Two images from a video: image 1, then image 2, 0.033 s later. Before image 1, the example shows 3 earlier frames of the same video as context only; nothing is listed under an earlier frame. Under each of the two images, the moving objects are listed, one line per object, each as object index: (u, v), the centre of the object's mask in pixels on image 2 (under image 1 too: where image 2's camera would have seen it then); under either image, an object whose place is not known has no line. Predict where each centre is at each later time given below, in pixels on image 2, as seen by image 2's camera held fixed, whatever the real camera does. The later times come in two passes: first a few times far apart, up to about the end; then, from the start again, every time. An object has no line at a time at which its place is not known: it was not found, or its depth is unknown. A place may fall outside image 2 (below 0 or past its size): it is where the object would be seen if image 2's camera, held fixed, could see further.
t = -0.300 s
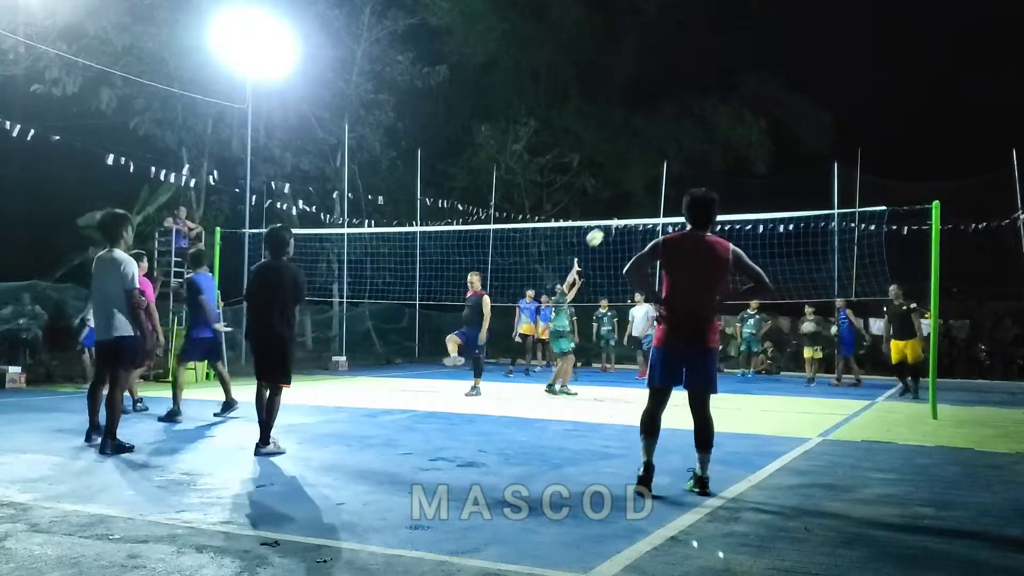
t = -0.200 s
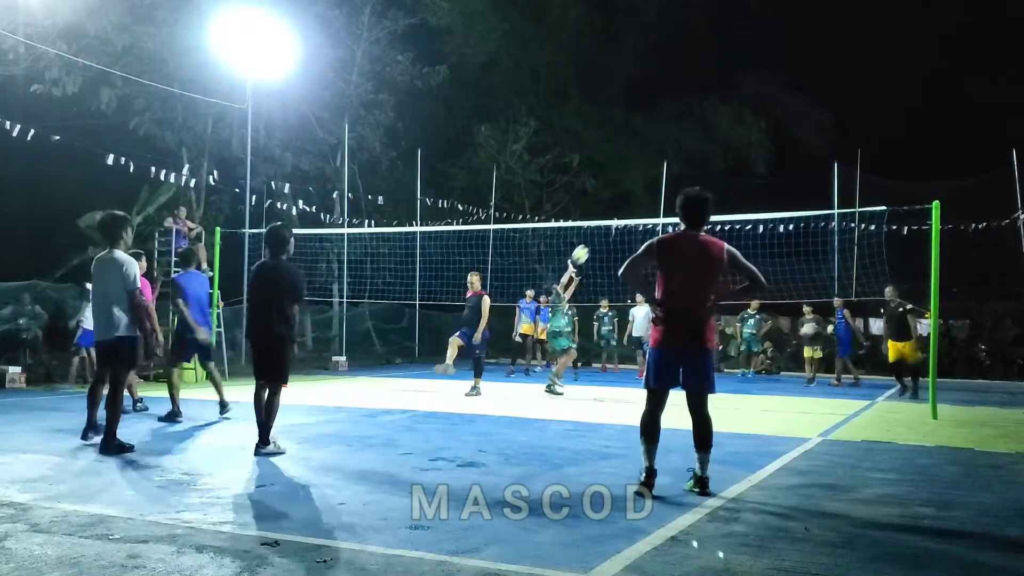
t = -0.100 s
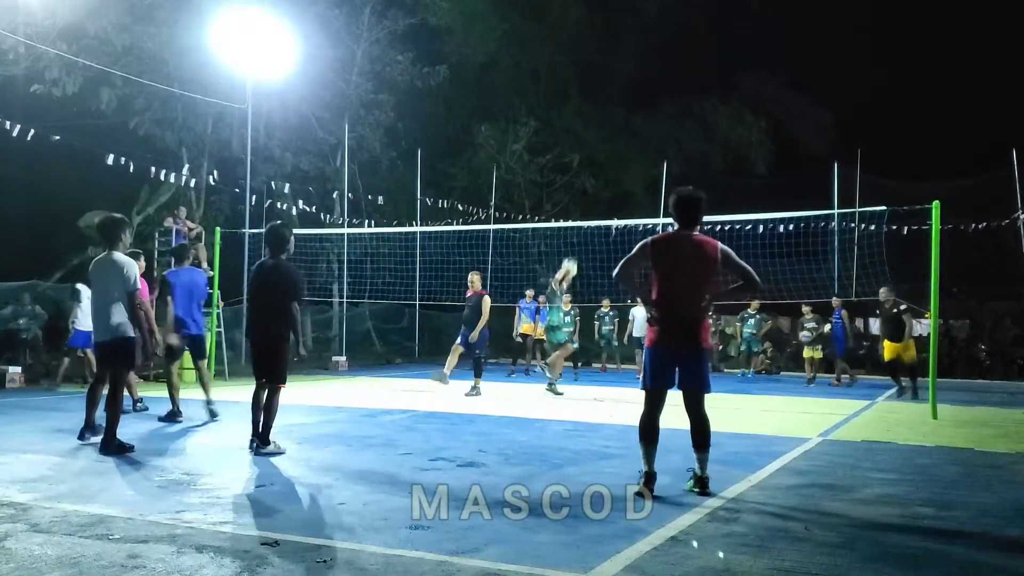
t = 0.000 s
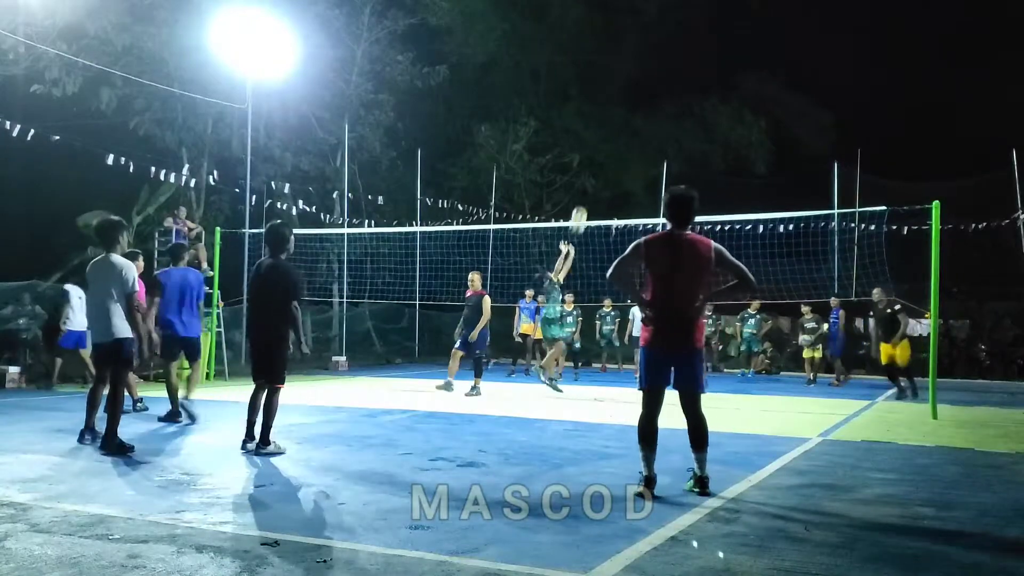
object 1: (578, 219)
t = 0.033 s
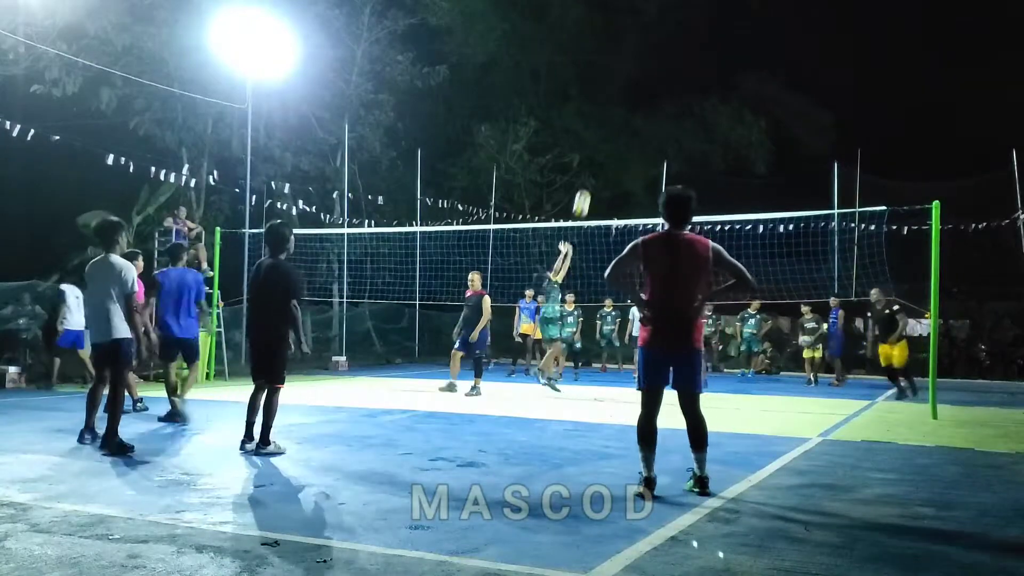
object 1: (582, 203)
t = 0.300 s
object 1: (607, 95)
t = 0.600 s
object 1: (633, 33)
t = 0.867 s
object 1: (654, 32)
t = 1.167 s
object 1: (676, 95)
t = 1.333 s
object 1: (687, 159)
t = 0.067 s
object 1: (585, 187)
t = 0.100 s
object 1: (588, 172)
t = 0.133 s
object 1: (592, 157)
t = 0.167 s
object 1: (595, 143)
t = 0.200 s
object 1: (598, 130)
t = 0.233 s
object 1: (601, 118)
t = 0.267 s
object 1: (604, 106)
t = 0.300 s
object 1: (607, 95)
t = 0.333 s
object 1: (610, 85)
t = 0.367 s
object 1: (613, 76)
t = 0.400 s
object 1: (616, 67)
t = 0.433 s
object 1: (619, 59)
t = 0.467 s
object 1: (622, 52)
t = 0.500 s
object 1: (625, 46)
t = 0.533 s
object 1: (627, 41)
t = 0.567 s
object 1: (630, 36)
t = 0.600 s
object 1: (633, 33)
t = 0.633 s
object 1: (635, 30)
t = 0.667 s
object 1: (638, 28)
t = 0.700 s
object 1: (641, 27)
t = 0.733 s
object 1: (643, 26)
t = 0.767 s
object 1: (646, 27)
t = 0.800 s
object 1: (649, 28)
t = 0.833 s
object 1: (651, 30)
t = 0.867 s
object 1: (654, 32)
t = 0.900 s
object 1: (657, 36)
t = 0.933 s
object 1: (659, 41)
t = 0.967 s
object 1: (662, 46)
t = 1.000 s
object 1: (664, 52)
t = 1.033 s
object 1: (667, 59)
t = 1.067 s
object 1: (669, 67)
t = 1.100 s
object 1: (672, 76)
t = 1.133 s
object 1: (674, 85)
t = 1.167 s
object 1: (676, 95)
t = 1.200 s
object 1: (679, 107)
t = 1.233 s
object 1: (681, 118)
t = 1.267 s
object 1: (683, 131)
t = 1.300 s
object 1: (685, 145)
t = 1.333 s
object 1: (687, 159)
